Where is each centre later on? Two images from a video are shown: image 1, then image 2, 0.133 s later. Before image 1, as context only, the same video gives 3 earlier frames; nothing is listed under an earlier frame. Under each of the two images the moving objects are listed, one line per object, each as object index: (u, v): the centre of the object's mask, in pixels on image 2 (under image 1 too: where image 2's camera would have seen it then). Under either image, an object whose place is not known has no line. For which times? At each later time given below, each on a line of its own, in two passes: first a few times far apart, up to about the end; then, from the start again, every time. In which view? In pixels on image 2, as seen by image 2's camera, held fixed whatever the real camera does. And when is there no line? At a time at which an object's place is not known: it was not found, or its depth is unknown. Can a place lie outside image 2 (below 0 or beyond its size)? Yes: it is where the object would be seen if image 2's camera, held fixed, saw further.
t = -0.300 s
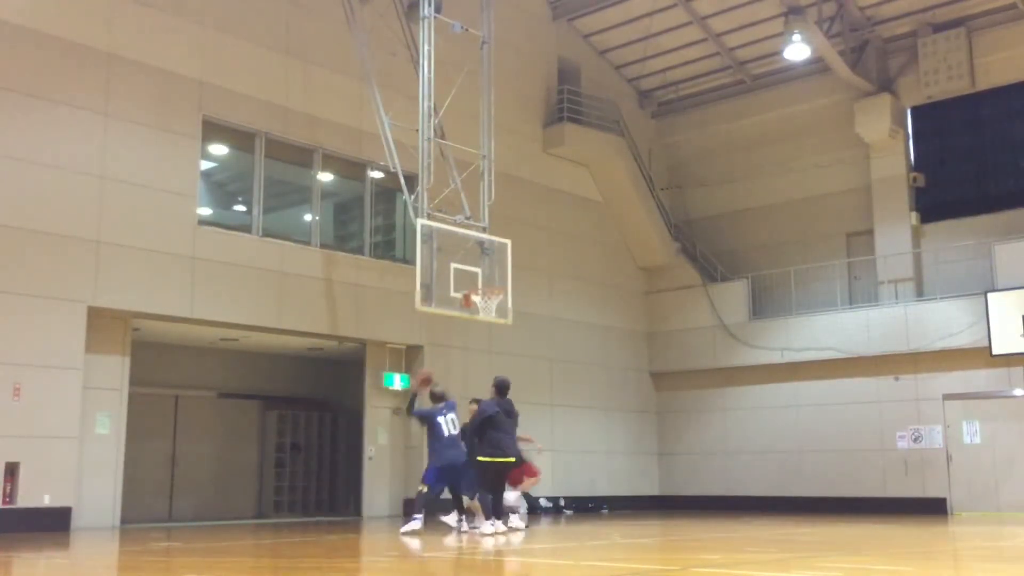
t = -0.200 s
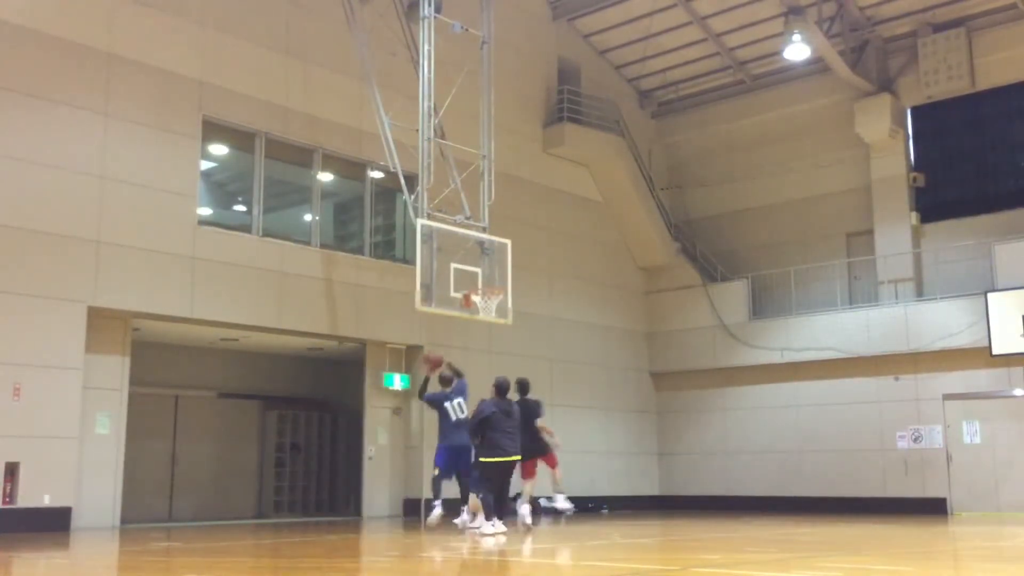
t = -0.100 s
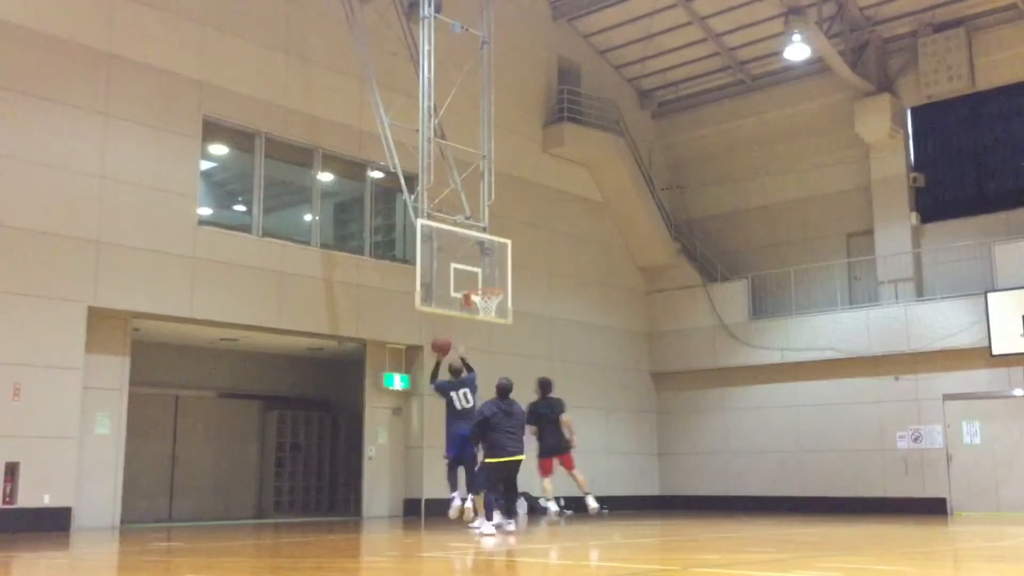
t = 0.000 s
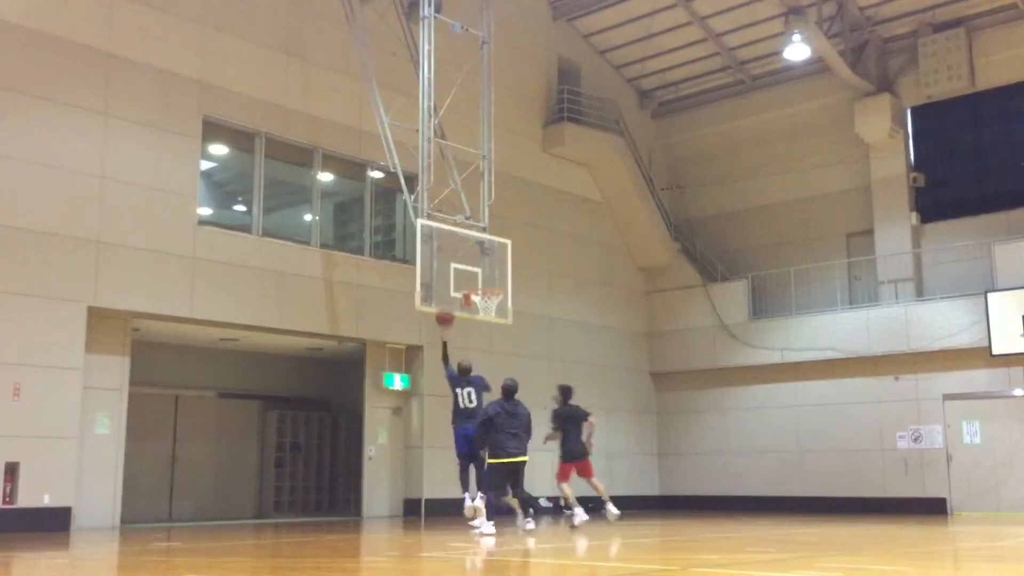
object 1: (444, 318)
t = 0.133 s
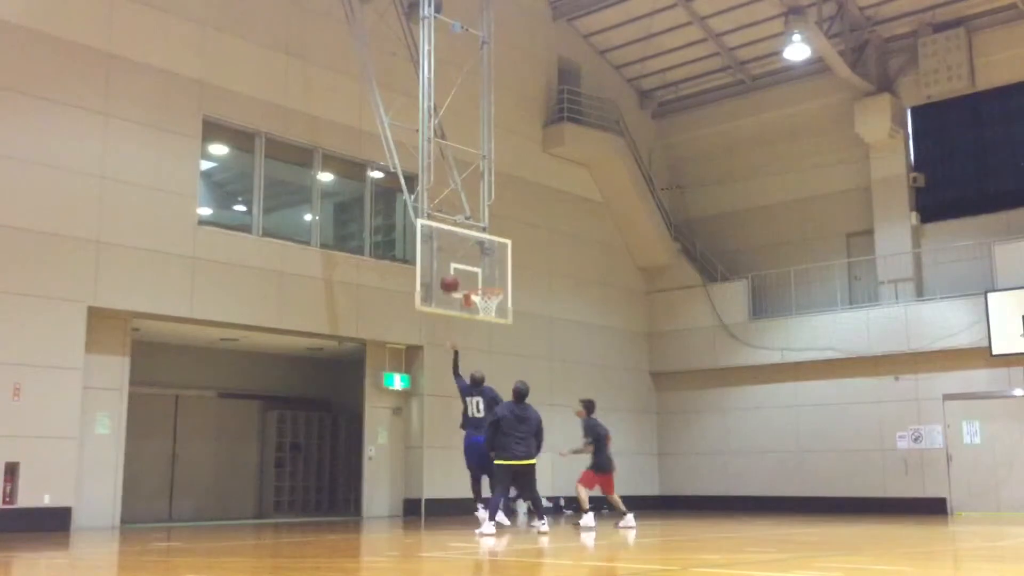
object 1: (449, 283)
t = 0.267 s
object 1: (453, 265)
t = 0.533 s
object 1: (475, 270)
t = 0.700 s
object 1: (494, 295)
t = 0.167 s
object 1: (450, 278)
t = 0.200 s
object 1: (451, 272)
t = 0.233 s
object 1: (452, 267)
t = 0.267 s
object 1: (453, 265)
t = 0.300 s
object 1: (454, 263)
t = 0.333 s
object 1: (455, 262)
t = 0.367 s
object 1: (456, 261)
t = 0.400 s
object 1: (460, 261)
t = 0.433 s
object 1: (463, 261)
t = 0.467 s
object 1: (467, 263)
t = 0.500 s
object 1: (471, 266)
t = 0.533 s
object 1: (475, 270)
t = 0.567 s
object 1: (479, 274)
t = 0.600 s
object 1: (483, 277)
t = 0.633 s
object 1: (488, 282)
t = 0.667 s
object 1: (492, 289)
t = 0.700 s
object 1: (494, 295)
